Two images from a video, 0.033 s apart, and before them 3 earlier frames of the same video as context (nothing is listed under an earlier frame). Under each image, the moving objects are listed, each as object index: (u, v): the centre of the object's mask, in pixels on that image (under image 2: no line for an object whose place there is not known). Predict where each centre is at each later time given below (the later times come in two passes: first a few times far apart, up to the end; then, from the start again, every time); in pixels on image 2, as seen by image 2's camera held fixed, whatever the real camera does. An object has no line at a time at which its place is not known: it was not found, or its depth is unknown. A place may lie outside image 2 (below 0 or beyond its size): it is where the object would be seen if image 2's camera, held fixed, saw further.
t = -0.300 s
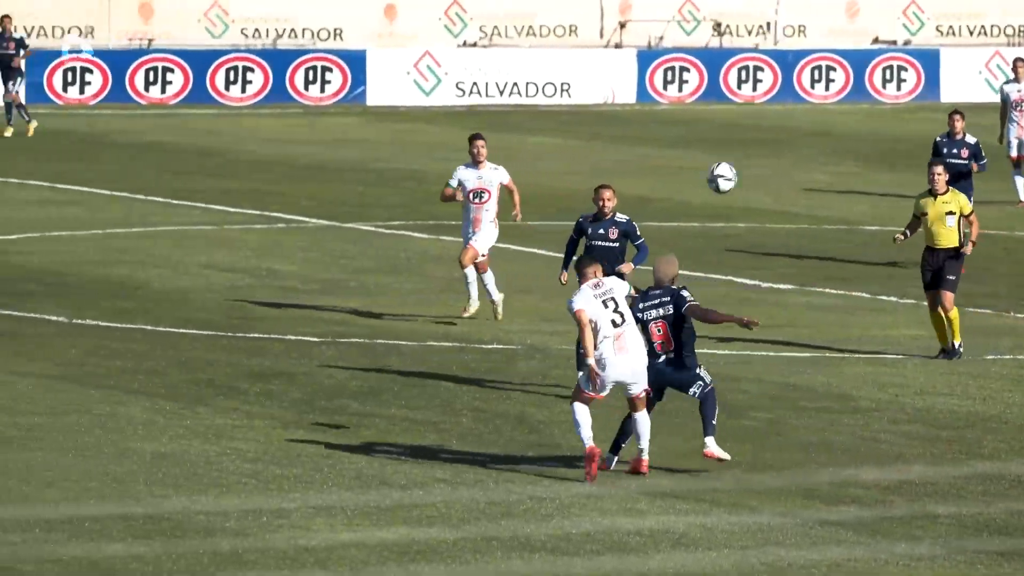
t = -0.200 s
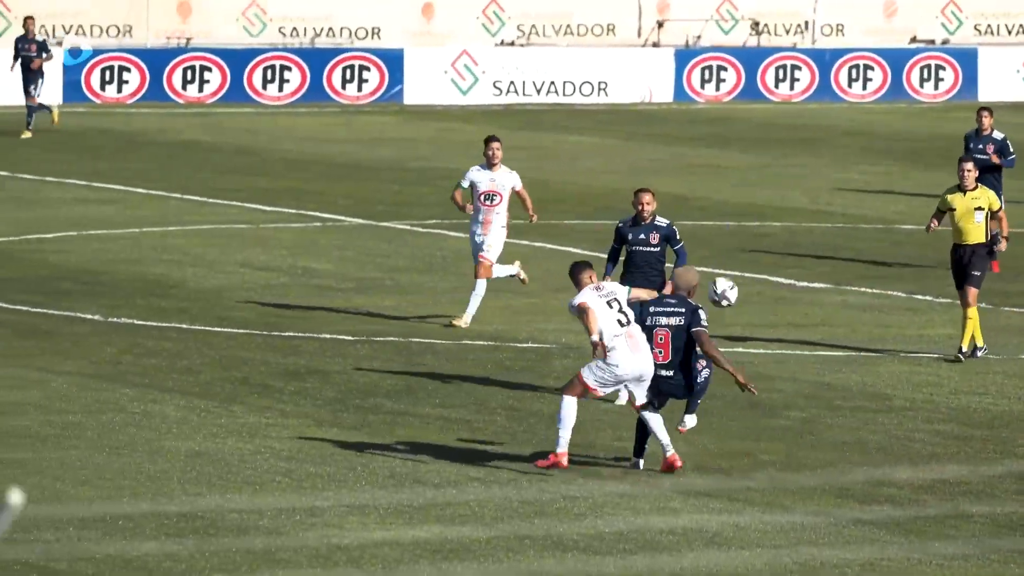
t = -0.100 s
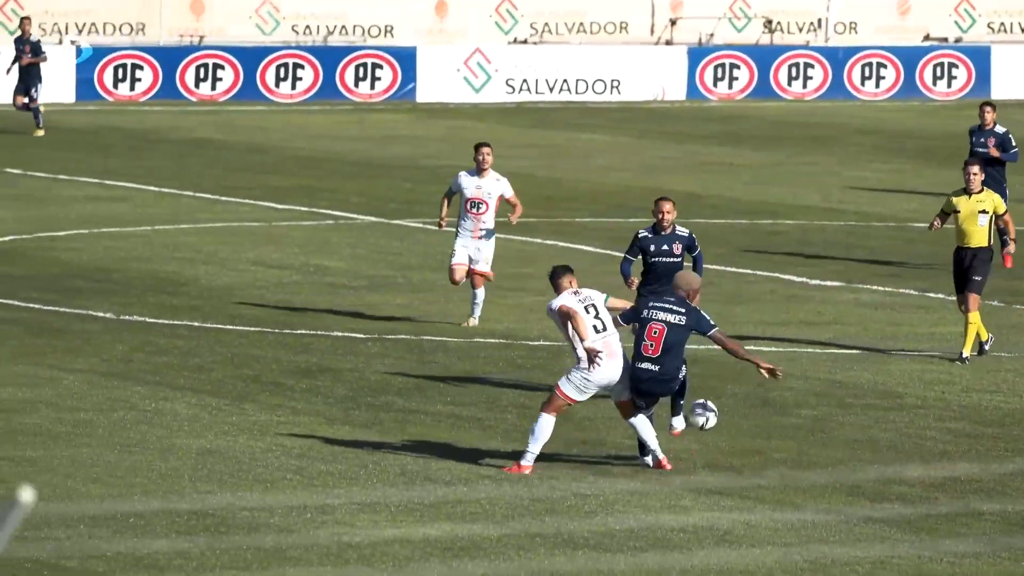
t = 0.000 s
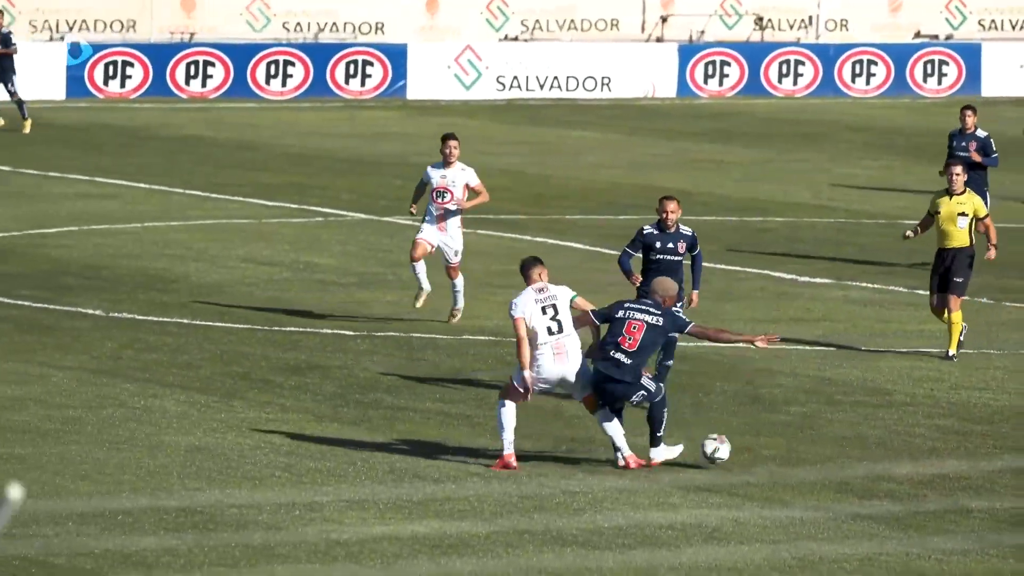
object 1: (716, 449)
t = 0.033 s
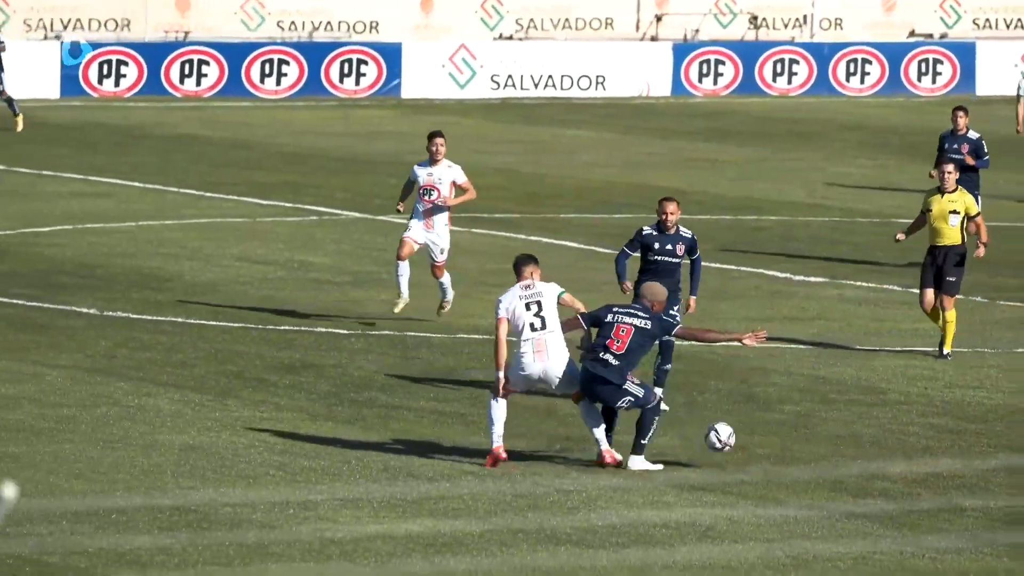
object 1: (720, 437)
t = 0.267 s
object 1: (793, 404)
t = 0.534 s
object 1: (876, 461)
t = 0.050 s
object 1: (726, 432)
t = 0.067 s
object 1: (730, 428)
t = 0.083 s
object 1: (736, 423)
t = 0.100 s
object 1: (741, 420)
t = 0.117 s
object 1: (746, 417)
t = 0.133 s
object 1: (752, 414)
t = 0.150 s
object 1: (757, 411)
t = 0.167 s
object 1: (762, 409)
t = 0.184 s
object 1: (768, 407)
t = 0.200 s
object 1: (772, 406)
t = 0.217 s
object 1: (777, 405)
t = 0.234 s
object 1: (783, 404)
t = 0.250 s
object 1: (788, 404)
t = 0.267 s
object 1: (793, 404)
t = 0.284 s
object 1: (798, 404)
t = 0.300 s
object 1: (803, 405)
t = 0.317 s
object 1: (808, 407)
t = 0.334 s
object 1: (814, 409)
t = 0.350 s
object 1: (819, 410)
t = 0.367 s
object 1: (824, 413)
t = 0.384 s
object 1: (829, 417)
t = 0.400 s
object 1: (834, 420)
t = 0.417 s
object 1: (840, 424)
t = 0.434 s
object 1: (845, 428)
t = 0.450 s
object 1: (850, 432)
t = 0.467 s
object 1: (855, 437)
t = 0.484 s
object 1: (860, 442)
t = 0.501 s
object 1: (865, 448)
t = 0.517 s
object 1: (870, 455)
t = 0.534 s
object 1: (876, 461)
